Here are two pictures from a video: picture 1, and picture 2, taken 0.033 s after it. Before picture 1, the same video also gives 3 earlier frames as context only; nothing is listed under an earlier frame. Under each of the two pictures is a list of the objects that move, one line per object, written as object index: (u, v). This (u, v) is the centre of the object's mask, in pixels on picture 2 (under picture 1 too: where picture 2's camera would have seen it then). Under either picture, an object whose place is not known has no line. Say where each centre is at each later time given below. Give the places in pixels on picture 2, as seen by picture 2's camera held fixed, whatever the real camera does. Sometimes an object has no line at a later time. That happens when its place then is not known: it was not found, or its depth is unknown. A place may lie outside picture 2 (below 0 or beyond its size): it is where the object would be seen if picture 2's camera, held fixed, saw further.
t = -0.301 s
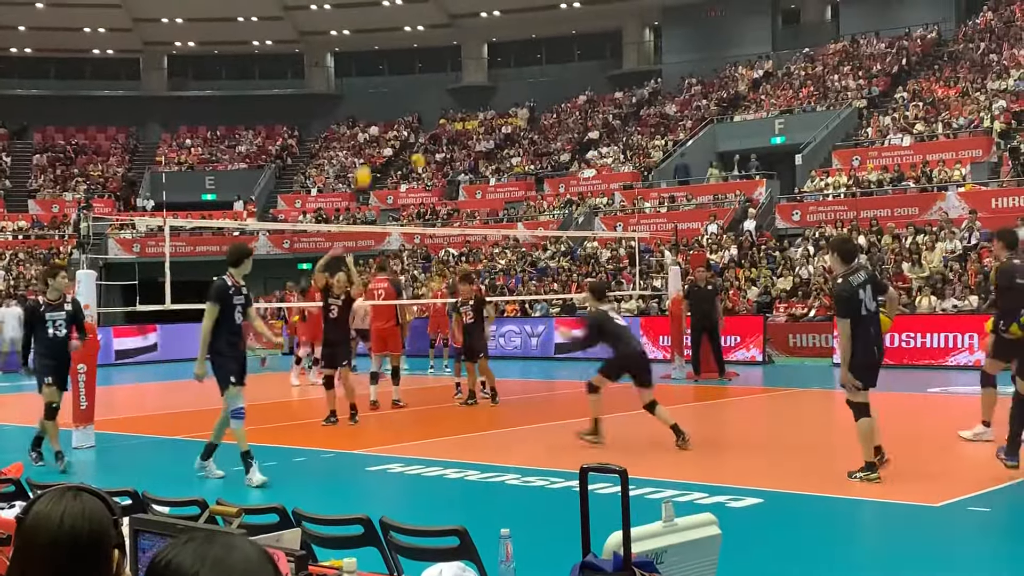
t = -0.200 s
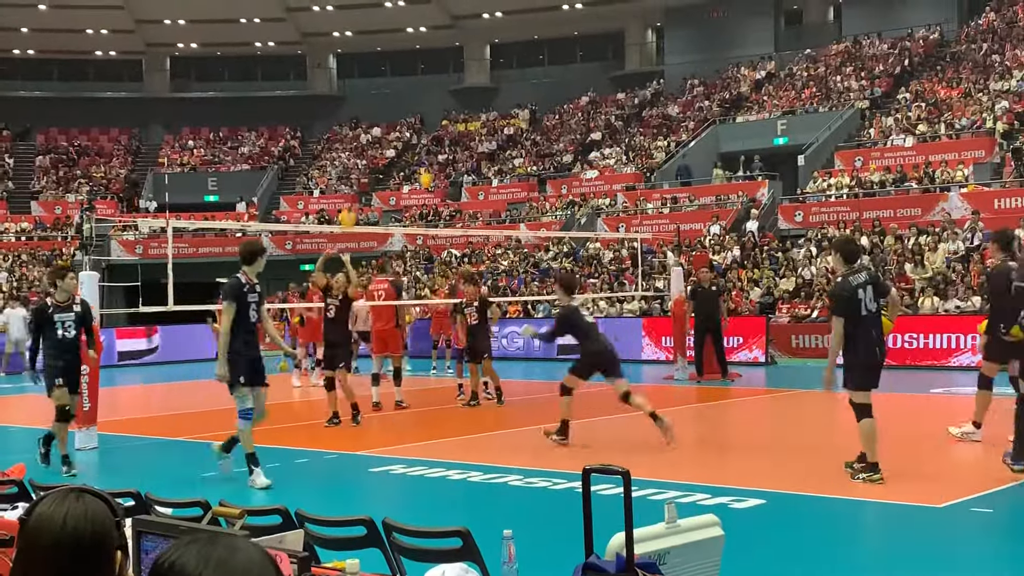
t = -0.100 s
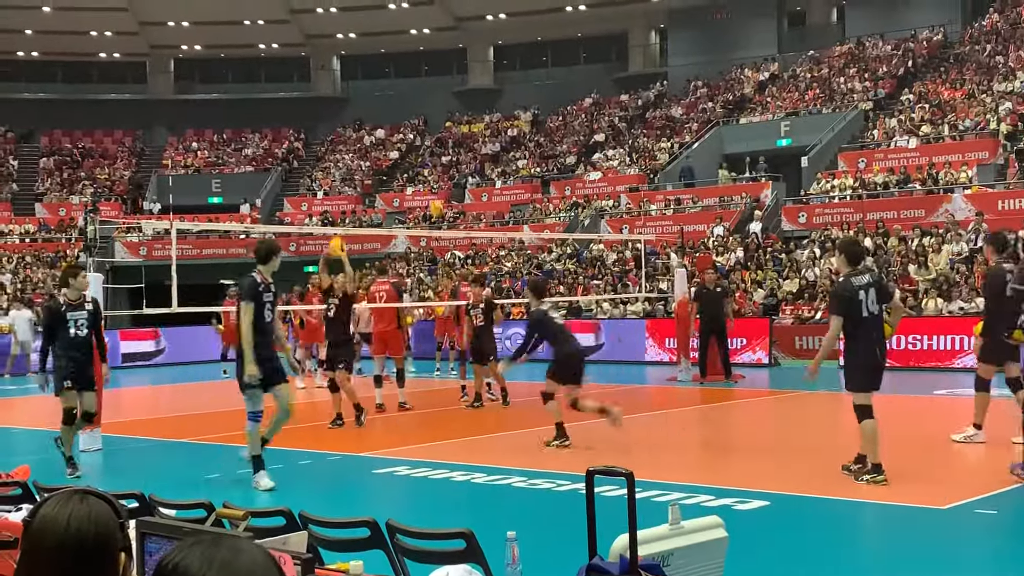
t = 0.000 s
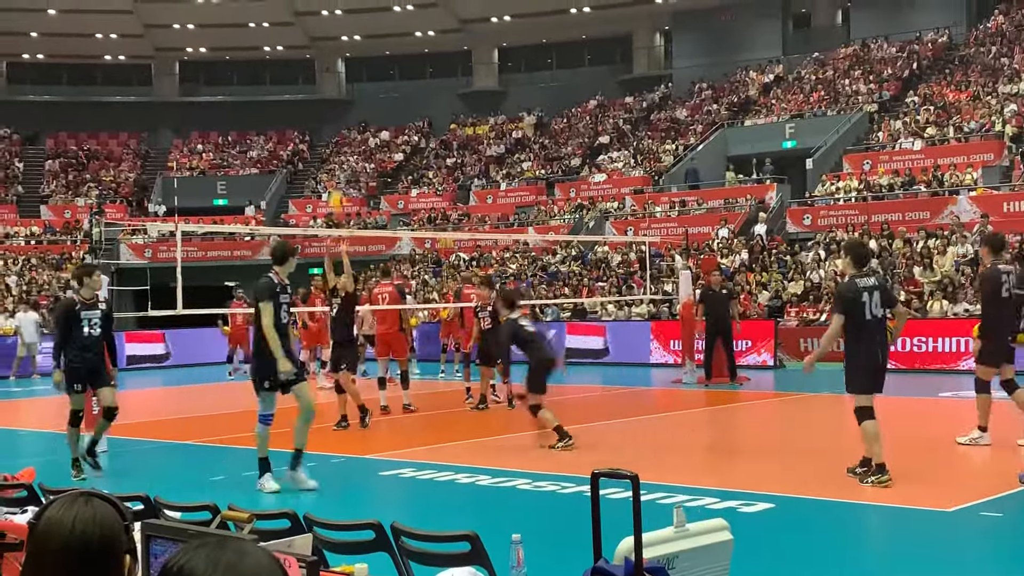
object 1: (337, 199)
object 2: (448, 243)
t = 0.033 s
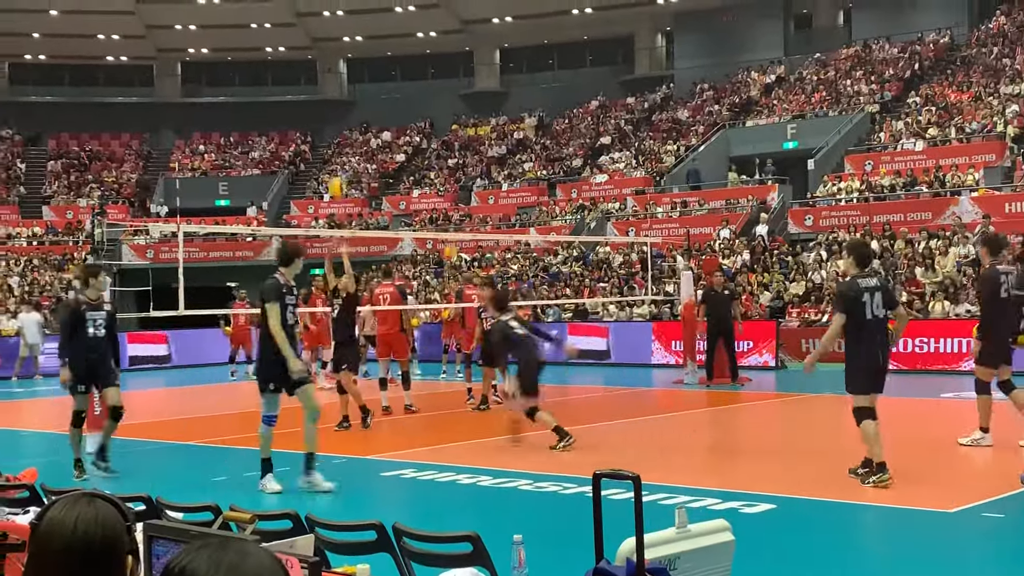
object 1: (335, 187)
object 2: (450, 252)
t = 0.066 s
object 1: (333, 175)
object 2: (452, 266)
